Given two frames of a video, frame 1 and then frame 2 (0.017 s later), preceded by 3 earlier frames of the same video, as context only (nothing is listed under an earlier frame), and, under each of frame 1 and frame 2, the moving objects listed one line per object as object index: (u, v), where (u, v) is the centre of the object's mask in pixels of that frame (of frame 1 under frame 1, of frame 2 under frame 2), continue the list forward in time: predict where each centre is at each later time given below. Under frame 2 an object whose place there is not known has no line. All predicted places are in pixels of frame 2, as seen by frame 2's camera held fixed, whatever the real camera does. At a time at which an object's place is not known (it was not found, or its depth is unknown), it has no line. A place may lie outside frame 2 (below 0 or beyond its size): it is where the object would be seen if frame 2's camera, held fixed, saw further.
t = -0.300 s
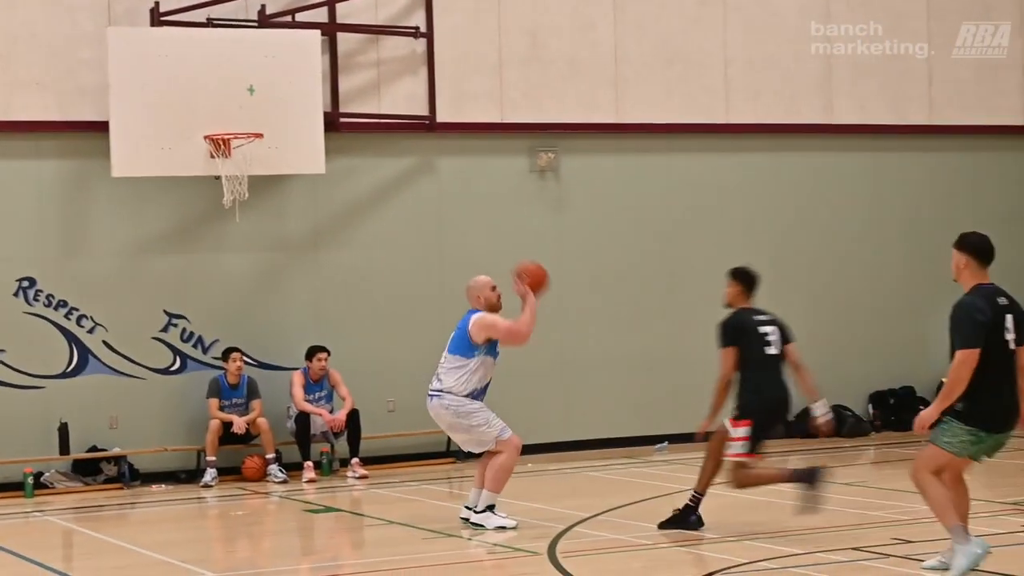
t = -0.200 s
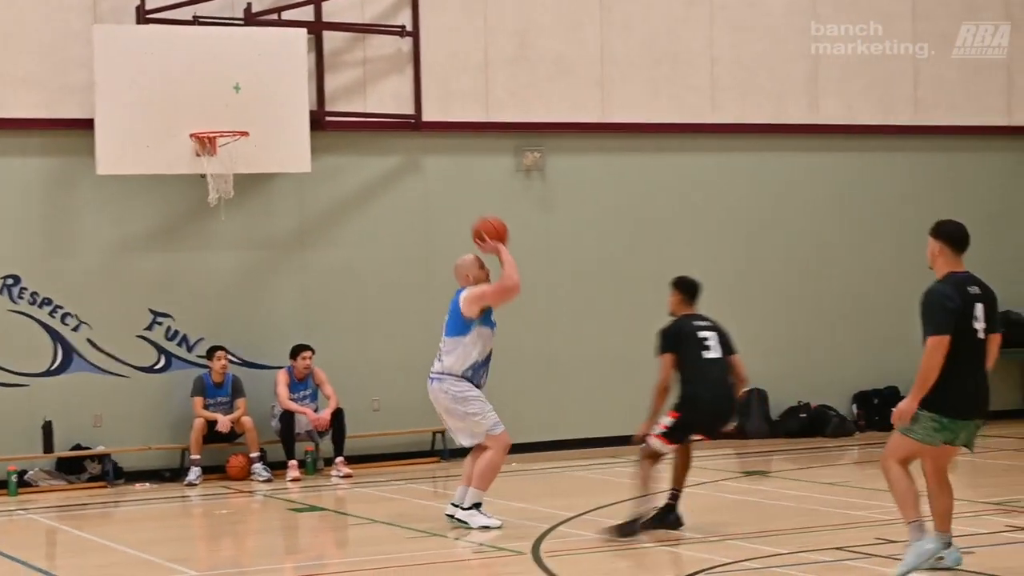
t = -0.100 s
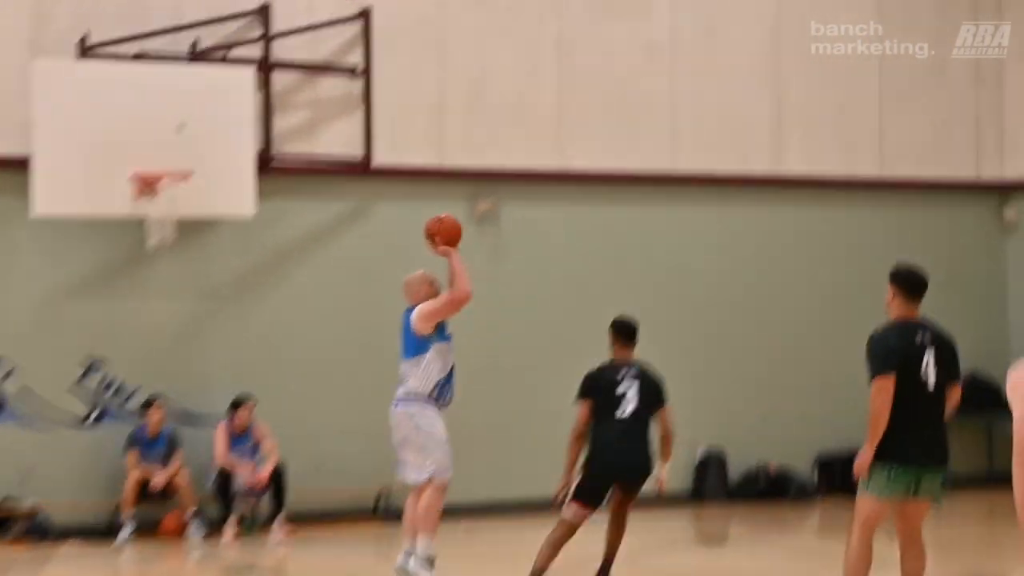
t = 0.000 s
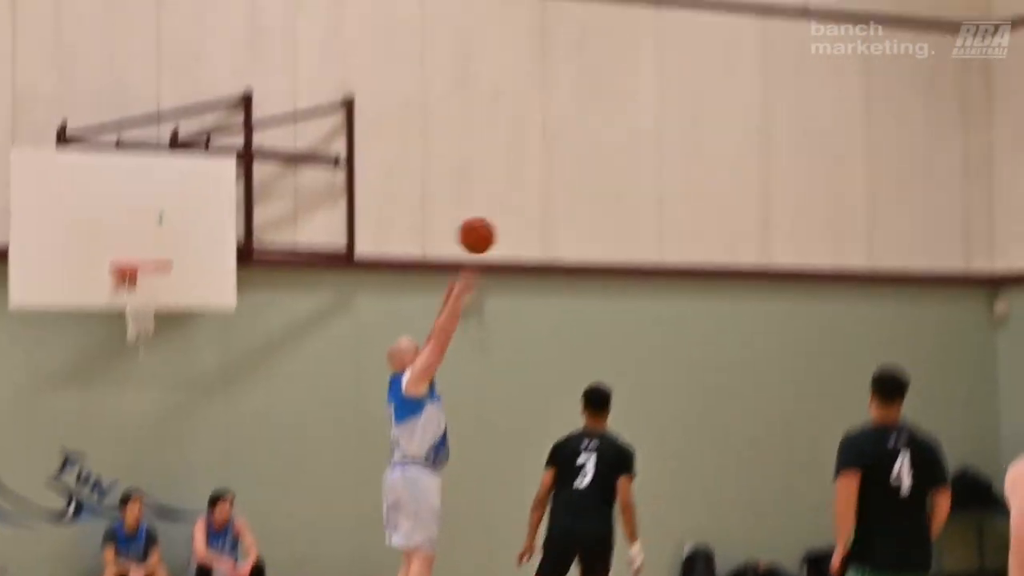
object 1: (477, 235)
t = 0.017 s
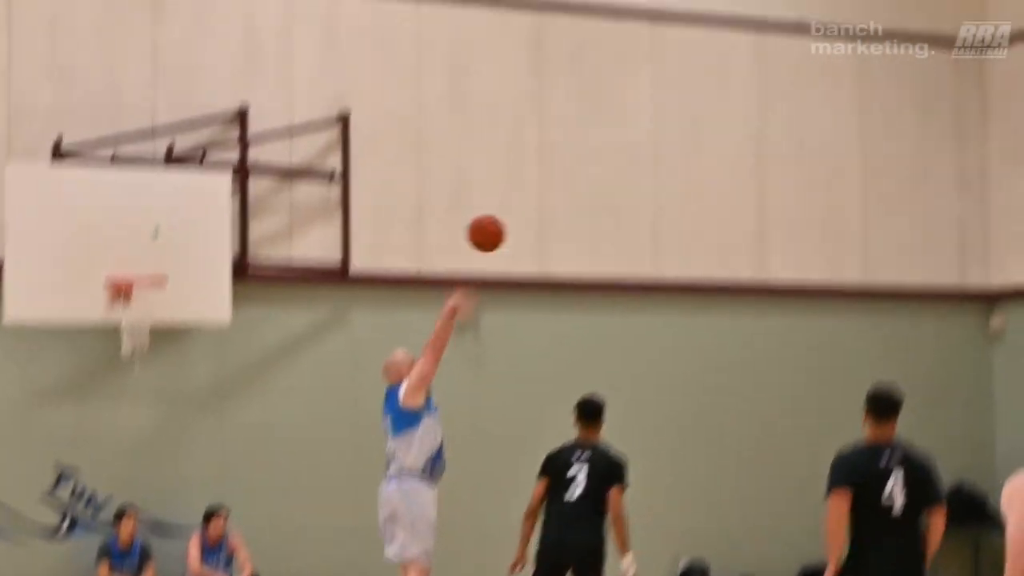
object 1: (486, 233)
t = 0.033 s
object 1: (500, 216)
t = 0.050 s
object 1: (514, 200)
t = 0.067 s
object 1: (529, 184)
